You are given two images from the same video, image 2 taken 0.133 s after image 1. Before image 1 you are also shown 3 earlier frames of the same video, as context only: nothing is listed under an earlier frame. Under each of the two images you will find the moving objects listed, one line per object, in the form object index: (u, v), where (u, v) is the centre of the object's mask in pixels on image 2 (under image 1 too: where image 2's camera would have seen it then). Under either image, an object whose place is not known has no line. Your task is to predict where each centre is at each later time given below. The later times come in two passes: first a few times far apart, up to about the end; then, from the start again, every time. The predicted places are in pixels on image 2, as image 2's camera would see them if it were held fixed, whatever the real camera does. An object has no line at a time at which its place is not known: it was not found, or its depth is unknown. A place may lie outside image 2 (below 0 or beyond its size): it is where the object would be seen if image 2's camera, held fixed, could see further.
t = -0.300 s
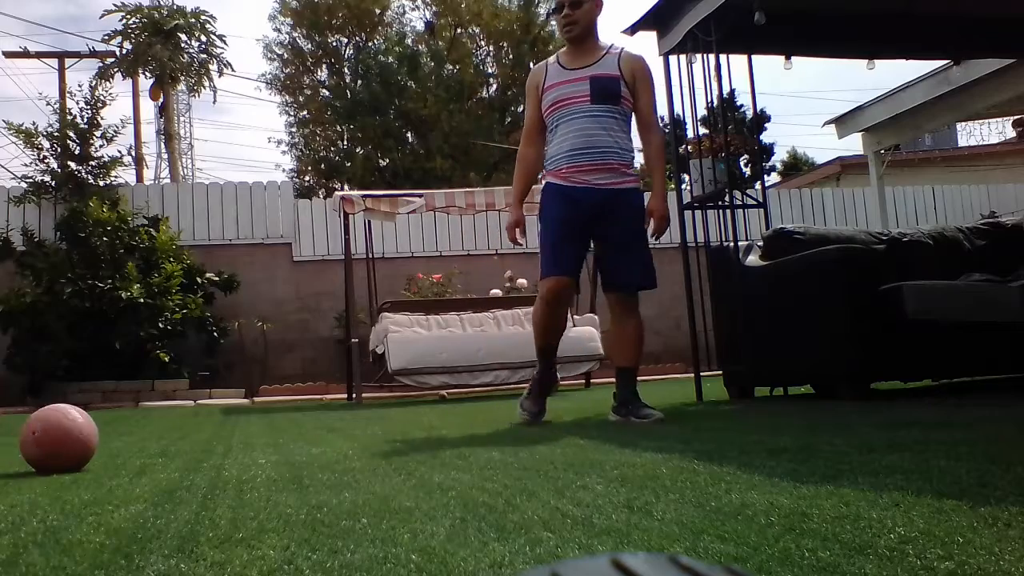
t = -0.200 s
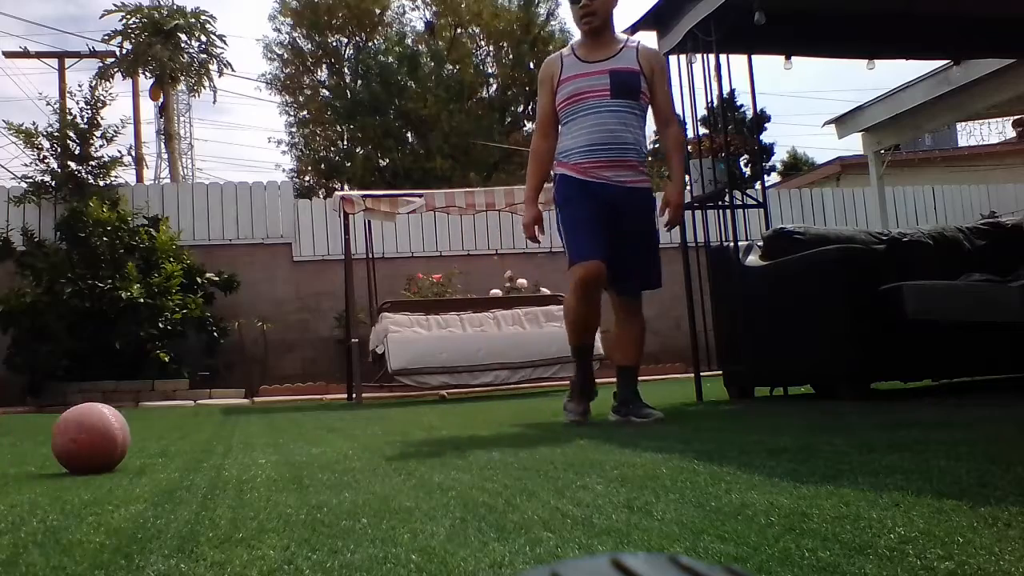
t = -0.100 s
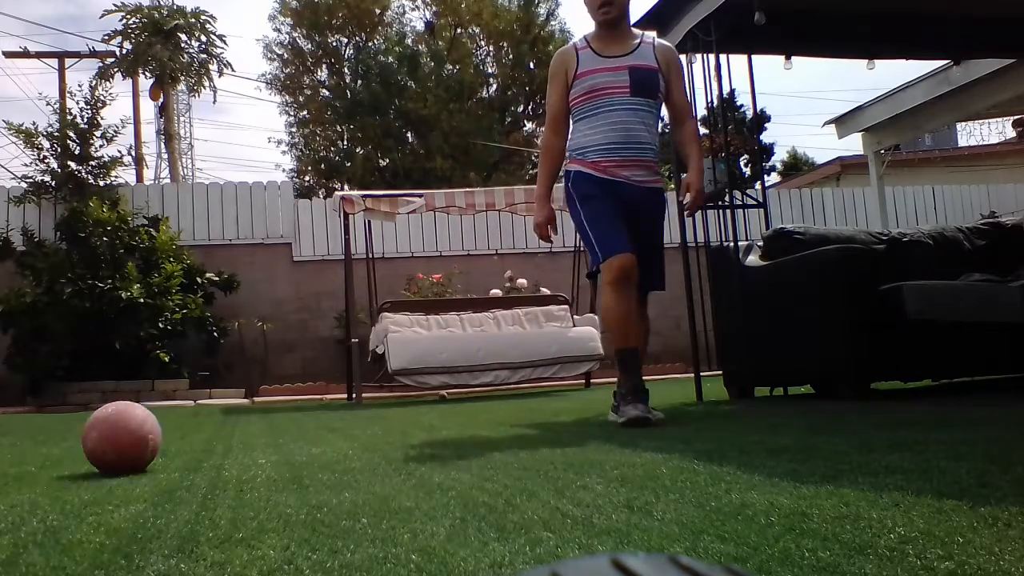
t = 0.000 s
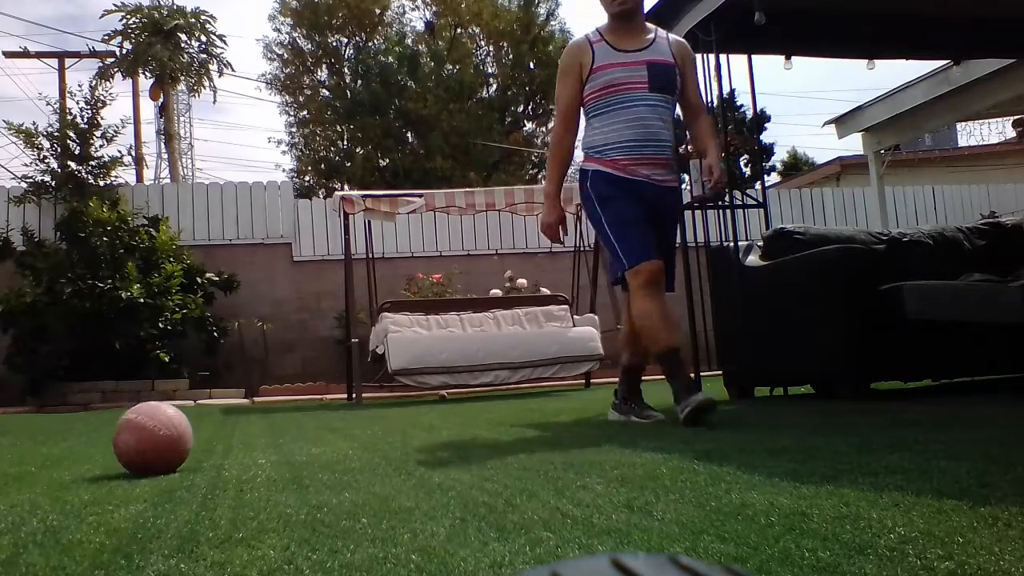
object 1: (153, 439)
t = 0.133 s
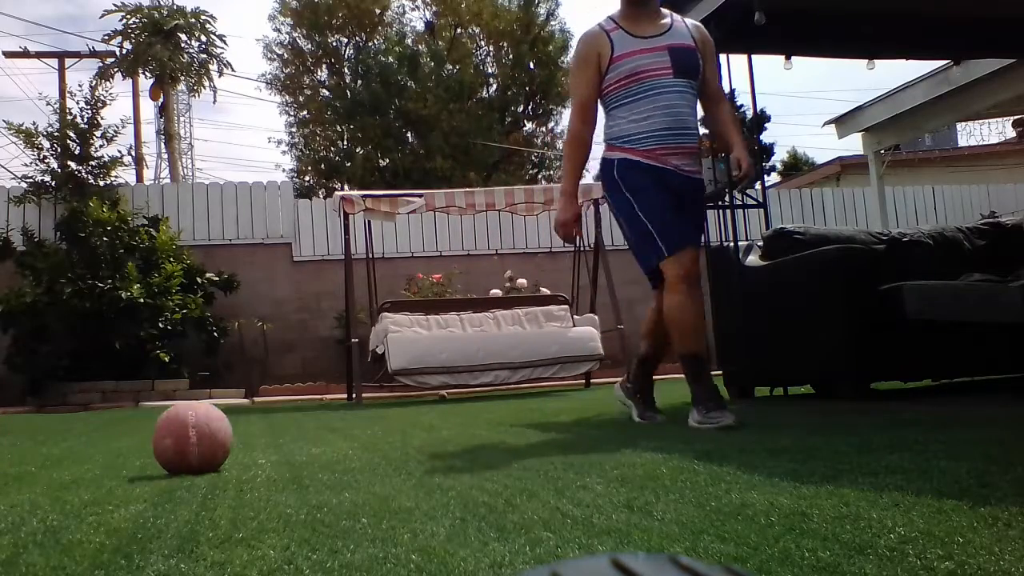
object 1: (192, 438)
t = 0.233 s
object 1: (219, 436)
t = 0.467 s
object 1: (280, 434)
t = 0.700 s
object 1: (337, 434)
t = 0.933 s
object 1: (395, 436)
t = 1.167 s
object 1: (447, 436)
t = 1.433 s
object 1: (494, 434)
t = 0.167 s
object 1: (201, 438)
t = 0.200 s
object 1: (210, 437)
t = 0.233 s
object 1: (219, 436)
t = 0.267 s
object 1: (228, 436)
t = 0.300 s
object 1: (237, 436)
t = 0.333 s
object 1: (246, 435)
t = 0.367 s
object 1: (254, 435)
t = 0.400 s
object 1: (263, 435)
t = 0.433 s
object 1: (272, 434)
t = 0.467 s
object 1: (280, 434)
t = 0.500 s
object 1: (288, 434)
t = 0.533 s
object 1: (297, 434)
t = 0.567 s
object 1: (305, 434)
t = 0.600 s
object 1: (313, 434)
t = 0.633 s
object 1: (321, 434)
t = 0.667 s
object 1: (329, 434)
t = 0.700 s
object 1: (337, 434)
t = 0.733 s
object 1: (346, 434)
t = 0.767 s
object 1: (354, 434)
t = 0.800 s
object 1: (362, 435)
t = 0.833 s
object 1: (370, 435)
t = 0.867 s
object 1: (379, 435)
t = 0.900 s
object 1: (387, 436)
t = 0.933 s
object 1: (395, 436)
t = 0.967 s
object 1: (403, 436)
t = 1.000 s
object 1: (411, 436)
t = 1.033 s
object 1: (418, 436)
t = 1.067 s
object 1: (426, 436)
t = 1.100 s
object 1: (433, 436)
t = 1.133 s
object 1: (440, 436)
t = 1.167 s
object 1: (447, 436)
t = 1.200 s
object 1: (454, 435)
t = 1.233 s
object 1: (461, 435)
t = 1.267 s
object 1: (467, 435)
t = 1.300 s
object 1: (473, 435)
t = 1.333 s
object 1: (479, 435)
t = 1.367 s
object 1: (484, 435)
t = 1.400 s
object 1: (489, 434)
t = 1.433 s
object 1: (494, 434)
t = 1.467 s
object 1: (499, 434)
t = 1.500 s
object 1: (503, 434)
